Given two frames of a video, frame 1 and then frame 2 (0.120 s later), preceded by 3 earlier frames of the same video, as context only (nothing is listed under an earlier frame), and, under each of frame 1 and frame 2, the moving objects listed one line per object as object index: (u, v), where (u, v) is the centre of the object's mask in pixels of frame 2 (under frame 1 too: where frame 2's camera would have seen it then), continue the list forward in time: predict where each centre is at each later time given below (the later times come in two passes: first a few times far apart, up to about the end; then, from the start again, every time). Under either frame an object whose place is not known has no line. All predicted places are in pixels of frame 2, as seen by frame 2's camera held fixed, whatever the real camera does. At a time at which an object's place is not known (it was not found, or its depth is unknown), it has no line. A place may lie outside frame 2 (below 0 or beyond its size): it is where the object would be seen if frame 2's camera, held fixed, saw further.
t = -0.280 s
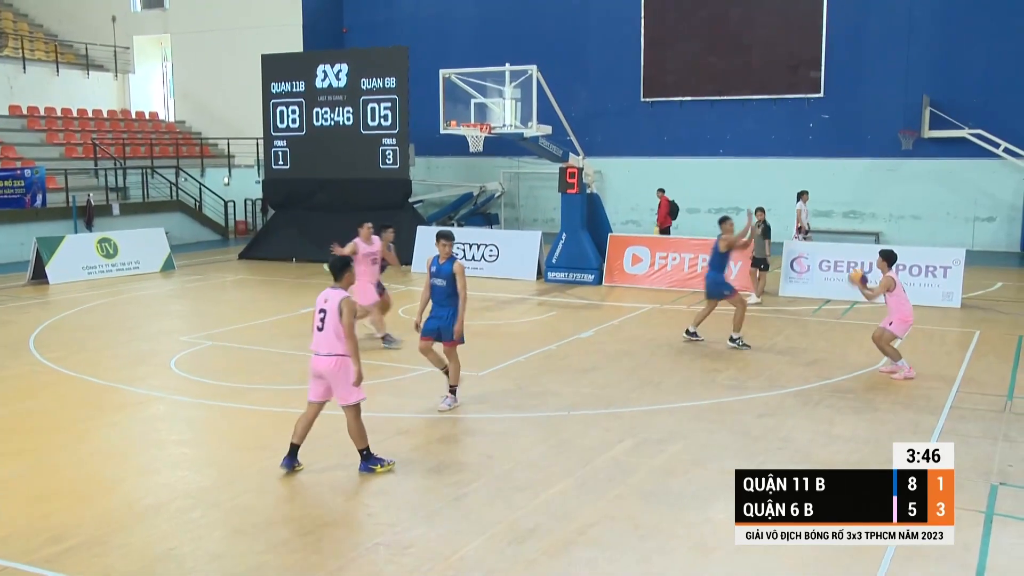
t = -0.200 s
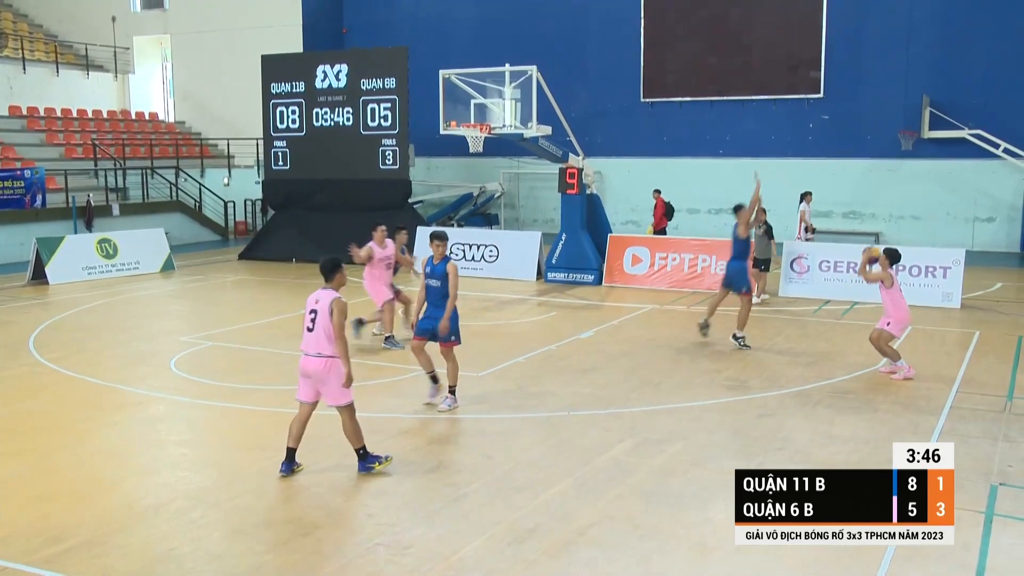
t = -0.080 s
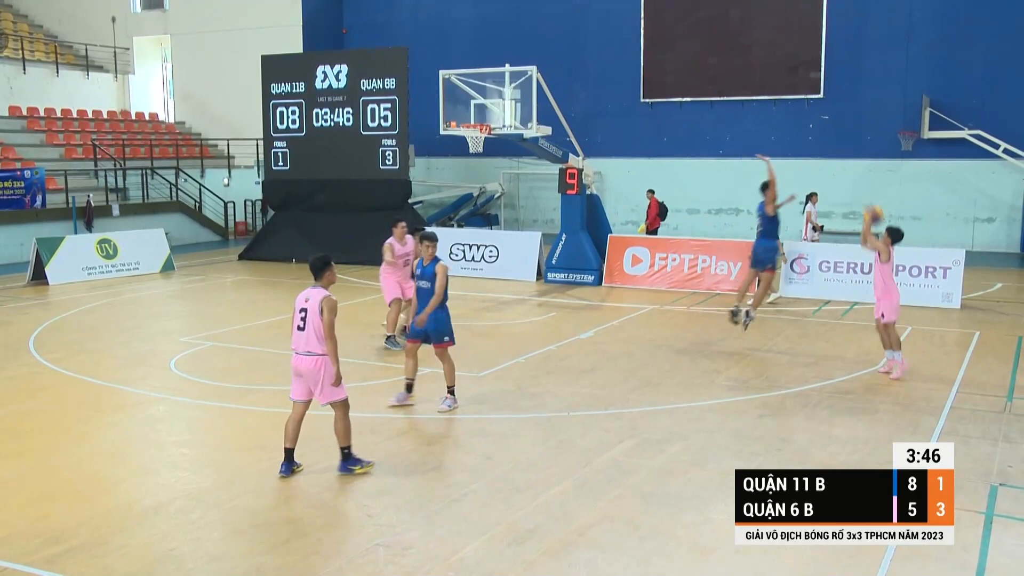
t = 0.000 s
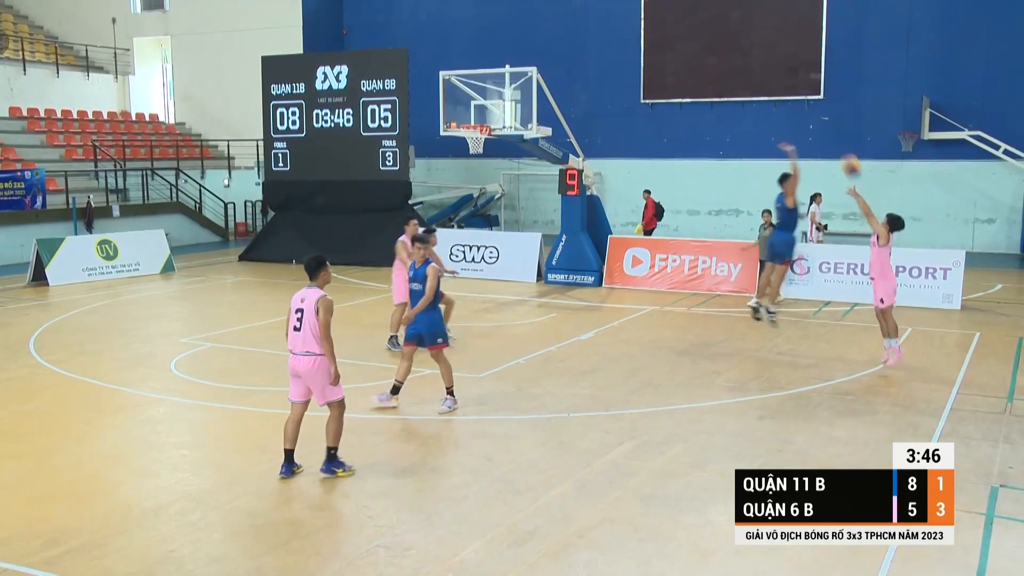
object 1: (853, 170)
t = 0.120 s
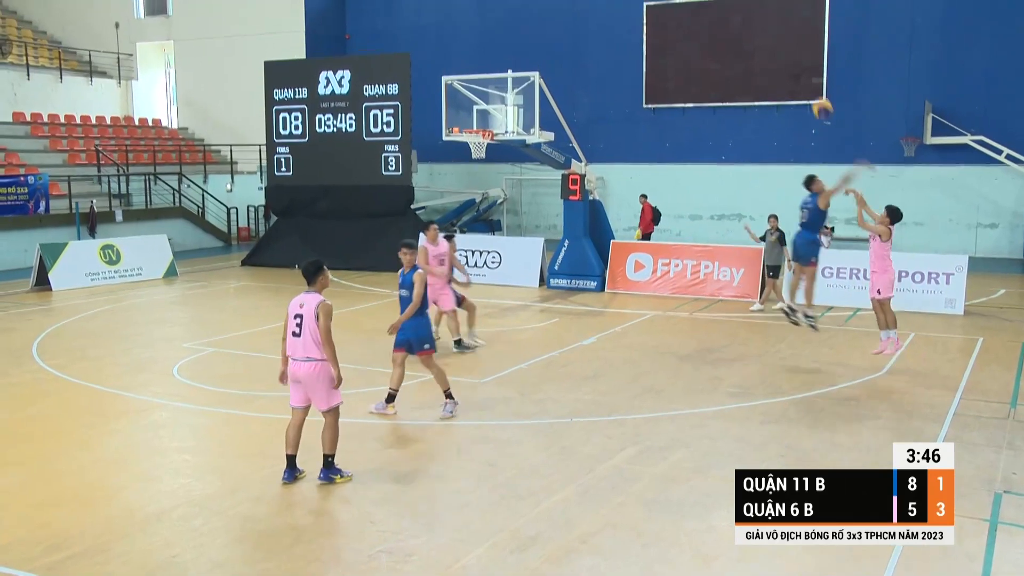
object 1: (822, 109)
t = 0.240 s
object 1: (799, 61)
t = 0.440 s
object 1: (762, 10)
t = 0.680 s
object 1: (720, -7)
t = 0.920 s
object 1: (680, 18)
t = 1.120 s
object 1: (650, 65)
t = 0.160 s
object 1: (814, 91)
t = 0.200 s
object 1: (807, 76)
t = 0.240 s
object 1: (799, 61)
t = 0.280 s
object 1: (792, 48)
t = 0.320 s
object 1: (785, 36)
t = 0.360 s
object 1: (777, 26)
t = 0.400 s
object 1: (769, 17)
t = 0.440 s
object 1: (762, 10)
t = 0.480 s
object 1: (754, 4)
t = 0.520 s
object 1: (747, 0)
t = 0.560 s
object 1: (741, -4)
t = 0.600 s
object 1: (733, -6)
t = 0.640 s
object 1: (727, -7)
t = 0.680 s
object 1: (720, -7)
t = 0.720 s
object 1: (713, -6)
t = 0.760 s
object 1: (706, -3)
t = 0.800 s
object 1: (699, 0)
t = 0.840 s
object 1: (693, 6)
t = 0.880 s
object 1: (687, 11)
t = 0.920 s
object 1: (680, 18)
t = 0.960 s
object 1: (674, 25)
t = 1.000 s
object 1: (668, 34)
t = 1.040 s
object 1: (662, 43)
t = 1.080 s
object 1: (656, 54)
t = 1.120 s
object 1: (650, 65)
